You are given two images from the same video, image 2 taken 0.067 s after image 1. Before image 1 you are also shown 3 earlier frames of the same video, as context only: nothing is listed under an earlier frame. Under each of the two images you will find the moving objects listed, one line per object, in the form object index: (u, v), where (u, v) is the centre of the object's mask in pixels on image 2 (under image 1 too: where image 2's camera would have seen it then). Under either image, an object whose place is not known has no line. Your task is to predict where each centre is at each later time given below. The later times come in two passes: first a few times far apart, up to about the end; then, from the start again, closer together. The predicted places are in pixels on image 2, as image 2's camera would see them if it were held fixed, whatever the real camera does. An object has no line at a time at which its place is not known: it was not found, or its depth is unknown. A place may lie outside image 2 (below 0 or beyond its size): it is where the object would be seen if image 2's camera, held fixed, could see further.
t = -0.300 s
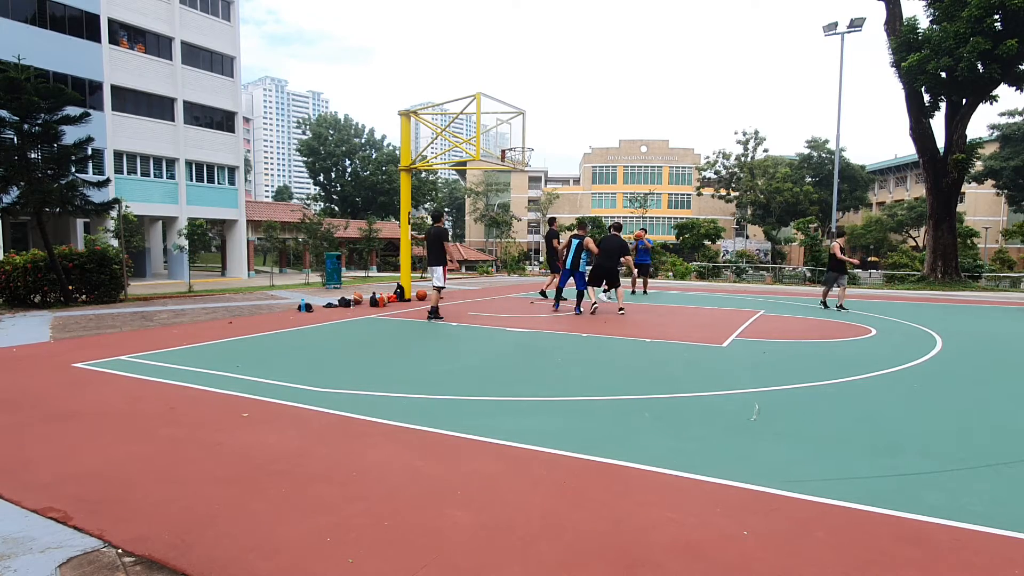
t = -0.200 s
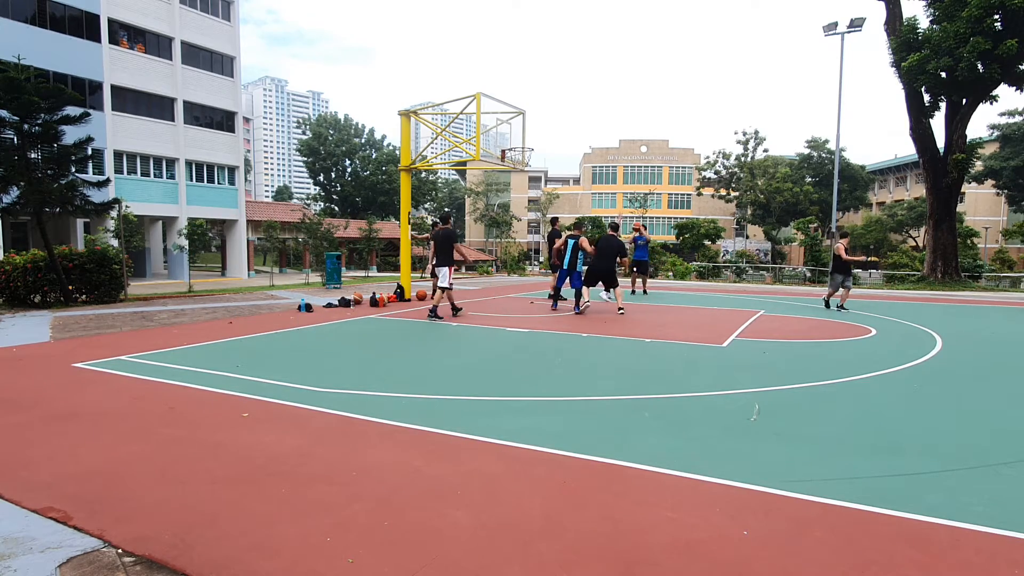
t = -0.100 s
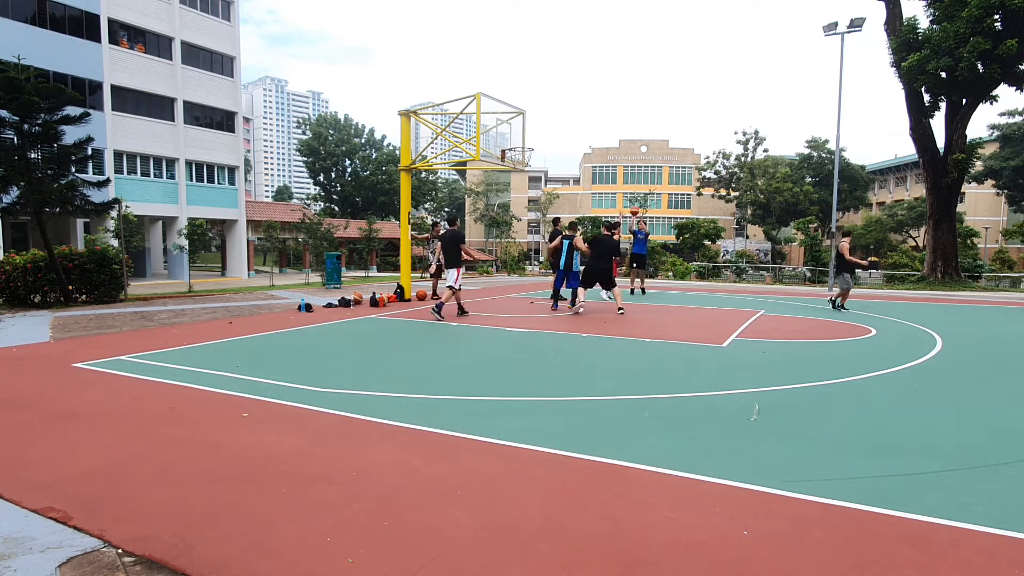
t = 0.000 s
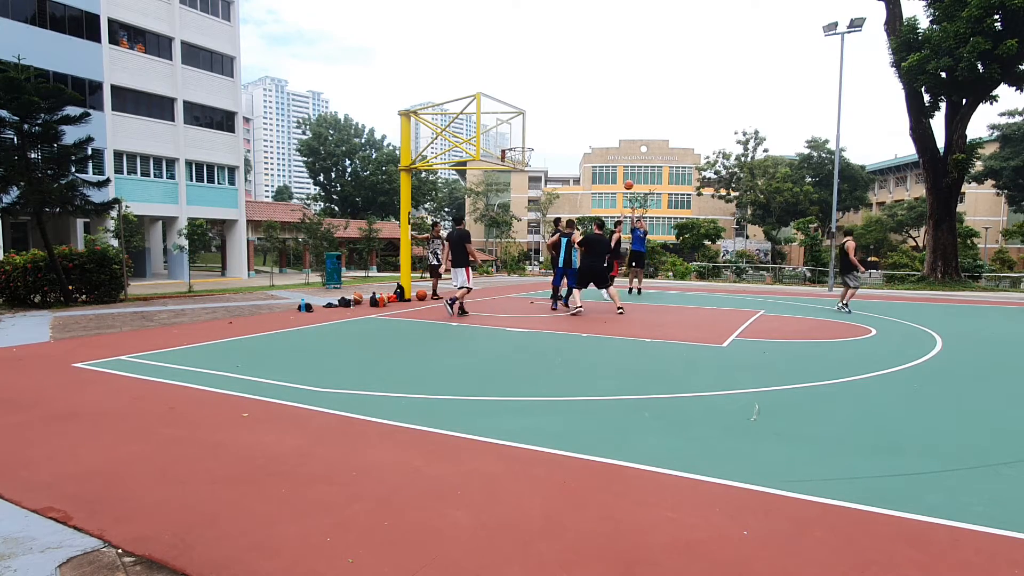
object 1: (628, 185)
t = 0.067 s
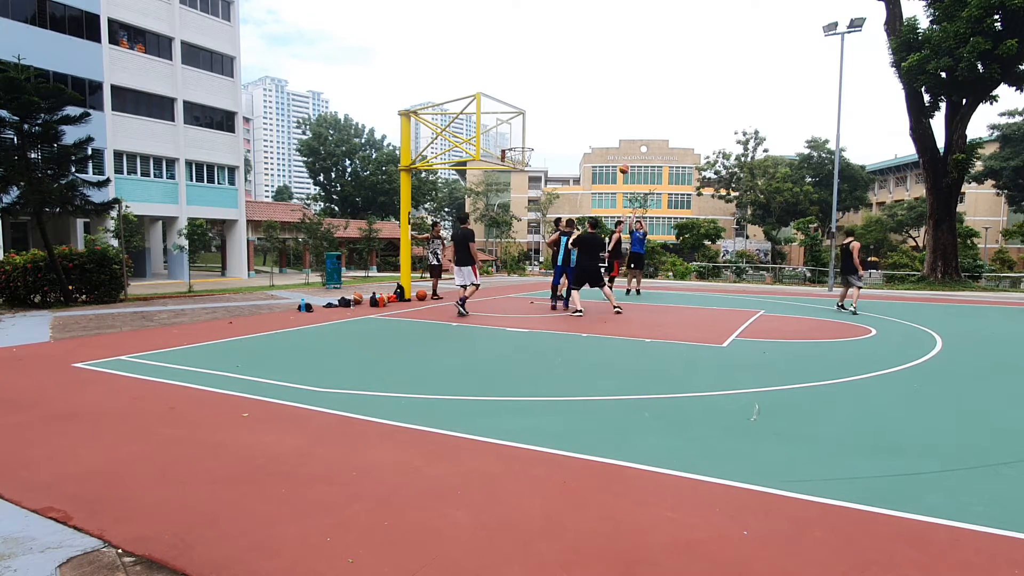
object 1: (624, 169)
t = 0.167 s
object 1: (616, 148)
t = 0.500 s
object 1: (589, 100)
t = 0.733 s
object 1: (566, 94)
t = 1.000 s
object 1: (536, 120)
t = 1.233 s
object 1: (516, 128)
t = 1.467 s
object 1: (504, 122)
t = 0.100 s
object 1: (622, 161)
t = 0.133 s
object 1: (619, 154)
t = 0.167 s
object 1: (616, 148)
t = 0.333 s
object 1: (603, 119)
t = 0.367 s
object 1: (601, 114)
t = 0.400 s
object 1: (598, 110)
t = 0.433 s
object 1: (595, 106)
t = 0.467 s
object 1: (592, 103)
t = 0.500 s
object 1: (589, 100)
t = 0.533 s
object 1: (586, 98)
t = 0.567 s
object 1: (583, 96)
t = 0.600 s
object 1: (579, 95)
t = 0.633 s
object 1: (576, 94)
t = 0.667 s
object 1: (573, 93)
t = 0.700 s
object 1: (569, 93)
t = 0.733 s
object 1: (566, 94)
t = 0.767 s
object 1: (562, 95)
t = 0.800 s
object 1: (559, 97)
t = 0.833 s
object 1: (555, 99)
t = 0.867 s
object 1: (552, 102)
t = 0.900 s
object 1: (548, 106)
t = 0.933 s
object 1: (544, 110)
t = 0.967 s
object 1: (540, 115)
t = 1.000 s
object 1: (536, 120)
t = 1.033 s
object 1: (532, 126)
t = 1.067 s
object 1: (528, 133)
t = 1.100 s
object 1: (524, 141)
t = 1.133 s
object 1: (522, 139)
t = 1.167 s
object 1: (520, 135)
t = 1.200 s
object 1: (518, 131)
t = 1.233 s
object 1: (516, 128)
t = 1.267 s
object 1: (515, 125)
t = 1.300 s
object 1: (513, 123)
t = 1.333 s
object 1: (511, 122)
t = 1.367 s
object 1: (510, 121)
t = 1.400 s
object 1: (508, 121)
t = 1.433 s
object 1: (506, 121)
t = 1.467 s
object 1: (504, 122)
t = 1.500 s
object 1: (502, 123)
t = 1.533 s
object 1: (501, 125)
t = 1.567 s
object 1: (499, 128)
